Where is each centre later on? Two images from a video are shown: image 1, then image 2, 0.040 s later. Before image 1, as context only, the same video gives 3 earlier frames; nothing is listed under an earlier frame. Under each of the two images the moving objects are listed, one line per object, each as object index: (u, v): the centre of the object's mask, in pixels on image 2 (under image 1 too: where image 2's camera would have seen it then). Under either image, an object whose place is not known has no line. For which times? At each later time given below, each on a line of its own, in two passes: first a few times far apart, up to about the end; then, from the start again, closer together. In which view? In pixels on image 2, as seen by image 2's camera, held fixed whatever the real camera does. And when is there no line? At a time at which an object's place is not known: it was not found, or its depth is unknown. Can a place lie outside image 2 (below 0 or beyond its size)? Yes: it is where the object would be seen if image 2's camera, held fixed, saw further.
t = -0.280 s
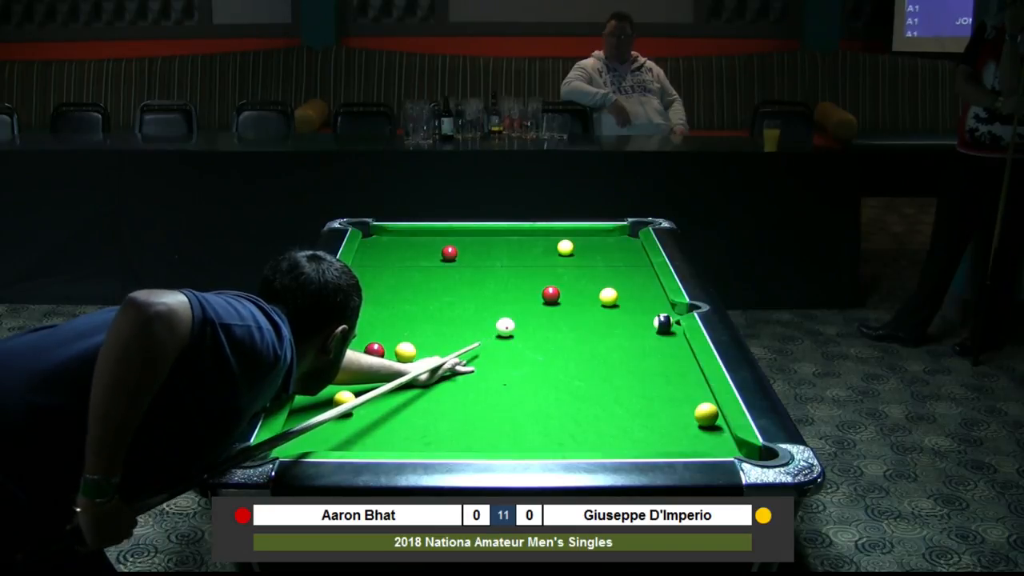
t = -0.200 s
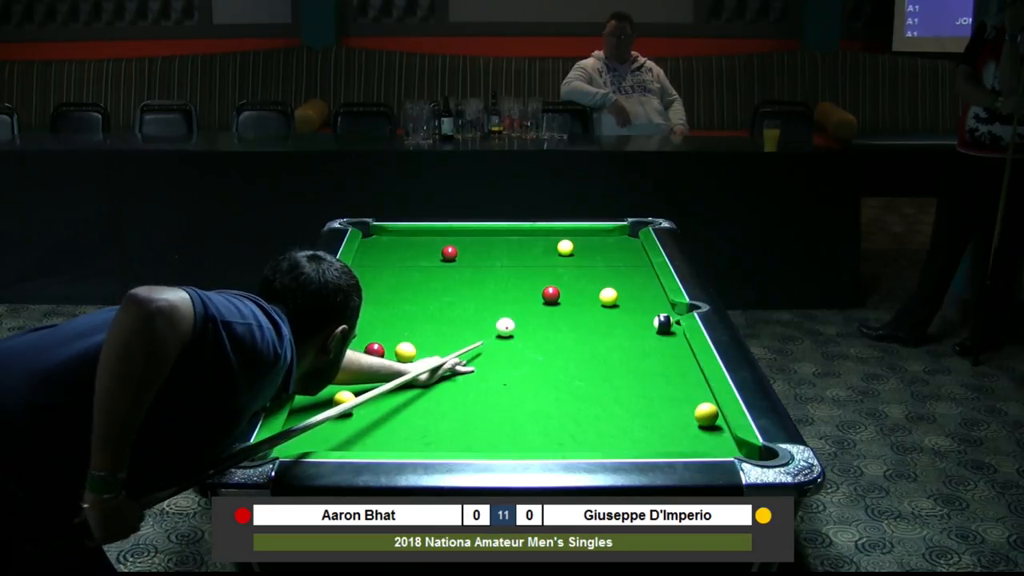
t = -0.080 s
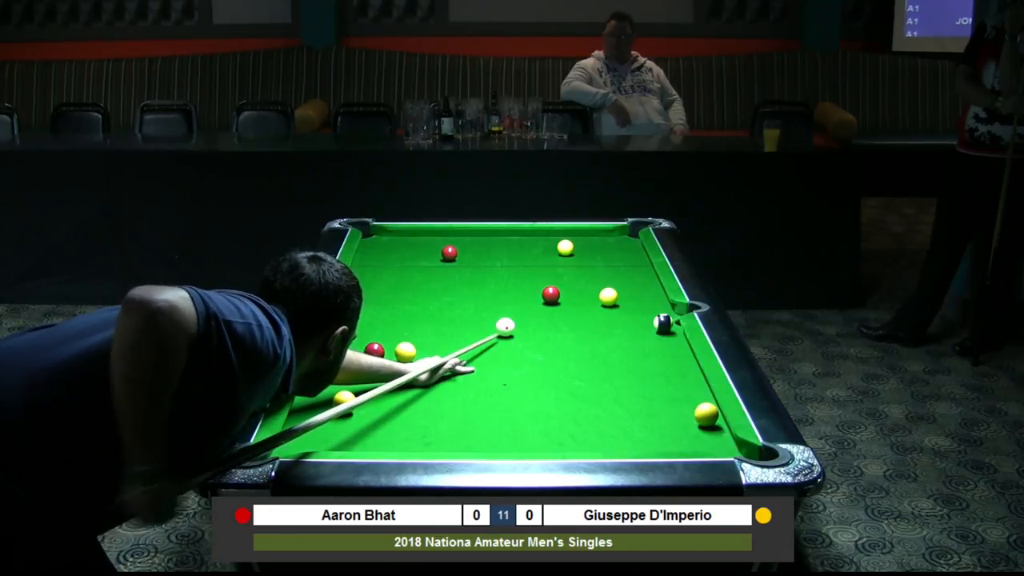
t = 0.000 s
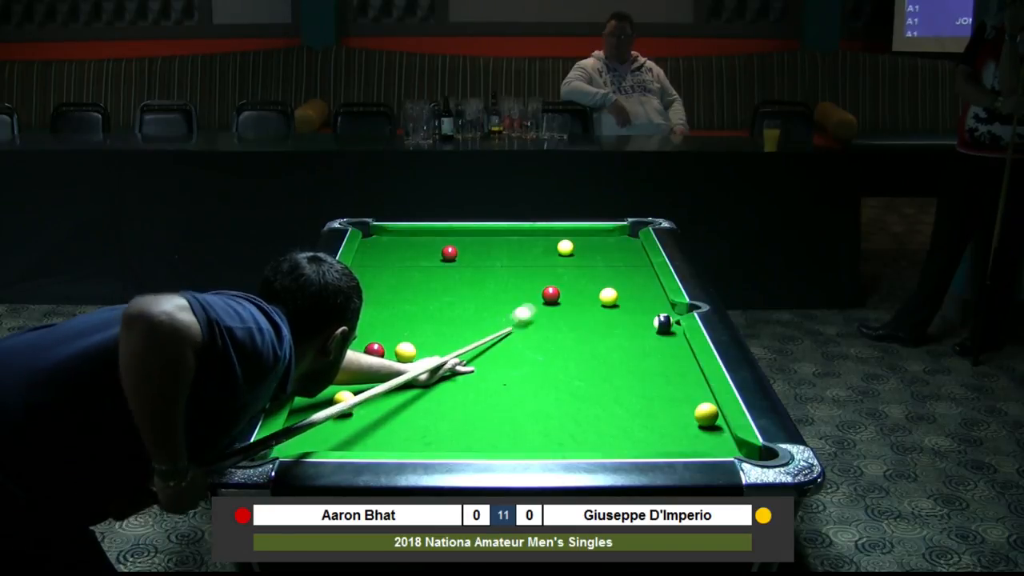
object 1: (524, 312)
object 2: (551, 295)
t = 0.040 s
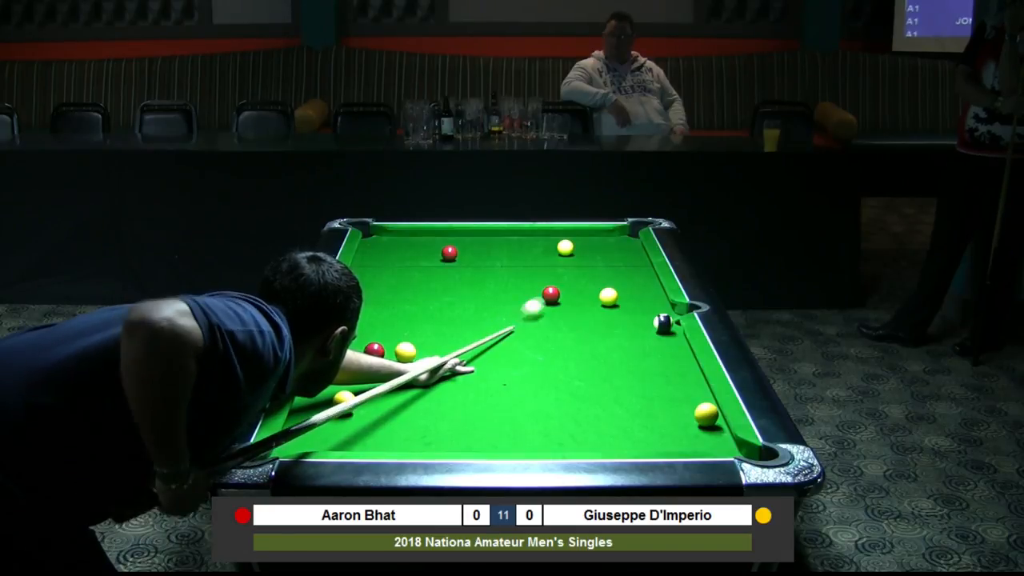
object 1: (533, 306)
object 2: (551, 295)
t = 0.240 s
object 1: (546, 302)
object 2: (570, 279)
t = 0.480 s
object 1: (546, 305)
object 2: (593, 261)
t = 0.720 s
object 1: (547, 307)
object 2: (612, 244)
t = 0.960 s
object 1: (547, 309)
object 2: (630, 230)
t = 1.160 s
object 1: (547, 311)
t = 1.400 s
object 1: (547, 312)
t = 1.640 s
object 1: (547, 312)
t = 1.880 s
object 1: (547, 312)
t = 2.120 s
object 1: (547, 312)
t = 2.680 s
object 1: (543, 311)
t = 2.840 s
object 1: (547, 311)
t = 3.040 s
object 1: (547, 312)
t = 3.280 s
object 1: (547, 312)
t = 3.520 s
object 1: (547, 312)
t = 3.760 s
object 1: (547, 312)
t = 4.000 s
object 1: (547, 312)
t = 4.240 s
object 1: (547, 312)
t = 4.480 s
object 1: (547, 312)
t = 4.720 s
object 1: (547, 312)
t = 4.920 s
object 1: (547, 312)
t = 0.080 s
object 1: (541, 301)
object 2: (553, 293)
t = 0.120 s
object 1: (545, 300)
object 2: (556, 290)
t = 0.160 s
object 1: (545, 301)
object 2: (560, 287)
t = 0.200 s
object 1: (545, 301)
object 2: (565, 283)
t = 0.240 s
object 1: (546, 302)
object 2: (570, 279)
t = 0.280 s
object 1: (546, 302)
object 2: (573, 276)
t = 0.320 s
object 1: (546, 303)
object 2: (578, 273)
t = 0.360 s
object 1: (546, 303)
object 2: (581, 270)
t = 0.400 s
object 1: (546, 304)
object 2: (585, 266)
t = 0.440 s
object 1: (546, 304)
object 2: (589, 264)
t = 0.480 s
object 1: (546, 305)
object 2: (593, 261)
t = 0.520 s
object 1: (546, 305)
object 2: (596, 258)
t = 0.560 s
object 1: (546, 306)
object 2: (600, 255)
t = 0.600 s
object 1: (547, 306)
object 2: (603, 252)
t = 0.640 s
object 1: (547, 307)
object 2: (606, 249)
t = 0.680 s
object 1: (547, 307)
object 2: (609, 247)
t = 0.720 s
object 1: (547, 307)
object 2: (612, 244)
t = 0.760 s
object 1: (547, 308)
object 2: (615, 242)
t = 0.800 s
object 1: (547, 308)
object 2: (618, 239)
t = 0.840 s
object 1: (547, 308)
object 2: (621, 237)
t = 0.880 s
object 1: (547, 309)
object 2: (624, 235)
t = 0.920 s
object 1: (547, 309)
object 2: (627, 232)
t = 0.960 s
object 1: (547, 309)
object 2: (630, 230)
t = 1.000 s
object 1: (547, 310)
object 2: (633, 230)
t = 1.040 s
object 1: (547, 310)
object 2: (635, 232)
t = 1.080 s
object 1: (547, 310)
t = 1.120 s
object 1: (547, 311)
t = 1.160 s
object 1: (547, 311)
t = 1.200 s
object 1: (547, 311)
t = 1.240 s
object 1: (547, 311)
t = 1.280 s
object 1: (547, 311)
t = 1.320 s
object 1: (547, 312)
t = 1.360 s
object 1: (547, 312)
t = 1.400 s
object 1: (547, 312)
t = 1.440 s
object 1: (547, 312)
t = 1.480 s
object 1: (547, 312)
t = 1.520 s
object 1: (547, 312)
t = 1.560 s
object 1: (547, 312)
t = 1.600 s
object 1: (547, 312)
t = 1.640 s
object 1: (547, 312)
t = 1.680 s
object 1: (547, 312)
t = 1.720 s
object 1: (547, 312)
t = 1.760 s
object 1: (547, 312)
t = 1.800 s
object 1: (547, 312)
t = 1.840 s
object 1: (547, 312)
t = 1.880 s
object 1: (547, 312)
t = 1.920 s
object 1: (547, 312)
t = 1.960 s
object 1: (547, 312)
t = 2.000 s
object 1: (547, 312)
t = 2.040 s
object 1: (547, 312)
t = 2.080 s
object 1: (547, 312)
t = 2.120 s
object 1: (547, 312)
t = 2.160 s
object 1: (548, 312)
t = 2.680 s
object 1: (543, 311)
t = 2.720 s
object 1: (546, 311)
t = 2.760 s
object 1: (547, 312)
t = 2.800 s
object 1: (547, 311)
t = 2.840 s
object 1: (547, 311)
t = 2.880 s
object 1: (547, 311)
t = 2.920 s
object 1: (547, 312)
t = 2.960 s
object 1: (547, 311)
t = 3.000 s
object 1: (547, 312)
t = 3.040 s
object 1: (547, 312)
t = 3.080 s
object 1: (547, 312)
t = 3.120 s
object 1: (547, 312)
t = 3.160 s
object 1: (547, 312)
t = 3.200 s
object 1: (547, 312)
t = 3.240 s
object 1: (547, 312)
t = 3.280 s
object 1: (547, 312)
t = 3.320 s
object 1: (547, 312)
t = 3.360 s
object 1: (547, 312)
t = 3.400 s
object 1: (547, 312)
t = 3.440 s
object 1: (547, 312)
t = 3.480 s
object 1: (547, 312)
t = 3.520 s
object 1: (547, 312)
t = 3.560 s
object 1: (547, 312)
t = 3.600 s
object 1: (547, 312)
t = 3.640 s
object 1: (547, 312)
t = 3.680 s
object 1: (547, 312)
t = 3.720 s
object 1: (547, 312)
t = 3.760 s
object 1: (547, 312)
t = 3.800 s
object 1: (547, 312)
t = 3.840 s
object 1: (547, 312)
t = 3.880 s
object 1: (547, 312)
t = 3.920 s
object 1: (547, 312)
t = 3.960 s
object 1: (547, 312)
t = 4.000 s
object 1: (547, 312)
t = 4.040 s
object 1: (547, 312)
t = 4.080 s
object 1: (547, 312)
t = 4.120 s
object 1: (547, 312)
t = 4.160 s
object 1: (547, 312)
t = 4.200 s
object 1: (547, 312)
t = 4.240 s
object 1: (547, 312)
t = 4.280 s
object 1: (547, 312)
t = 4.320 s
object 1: (547, 312)
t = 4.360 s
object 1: (547, 312)
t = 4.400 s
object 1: (547, 312)
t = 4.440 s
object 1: (547, 312)
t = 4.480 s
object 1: (547, 312)
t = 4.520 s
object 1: (547, 312)
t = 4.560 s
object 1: (547, 312)
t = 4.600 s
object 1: (547, 312)
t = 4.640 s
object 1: (547, 312)
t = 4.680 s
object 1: (547, 312)
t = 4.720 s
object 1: (547, 312)
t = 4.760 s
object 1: (547, 312)
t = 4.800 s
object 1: (547, 312)
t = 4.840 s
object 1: (547, 312)
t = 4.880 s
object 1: (547, 312)
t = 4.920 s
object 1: (547, 312)
